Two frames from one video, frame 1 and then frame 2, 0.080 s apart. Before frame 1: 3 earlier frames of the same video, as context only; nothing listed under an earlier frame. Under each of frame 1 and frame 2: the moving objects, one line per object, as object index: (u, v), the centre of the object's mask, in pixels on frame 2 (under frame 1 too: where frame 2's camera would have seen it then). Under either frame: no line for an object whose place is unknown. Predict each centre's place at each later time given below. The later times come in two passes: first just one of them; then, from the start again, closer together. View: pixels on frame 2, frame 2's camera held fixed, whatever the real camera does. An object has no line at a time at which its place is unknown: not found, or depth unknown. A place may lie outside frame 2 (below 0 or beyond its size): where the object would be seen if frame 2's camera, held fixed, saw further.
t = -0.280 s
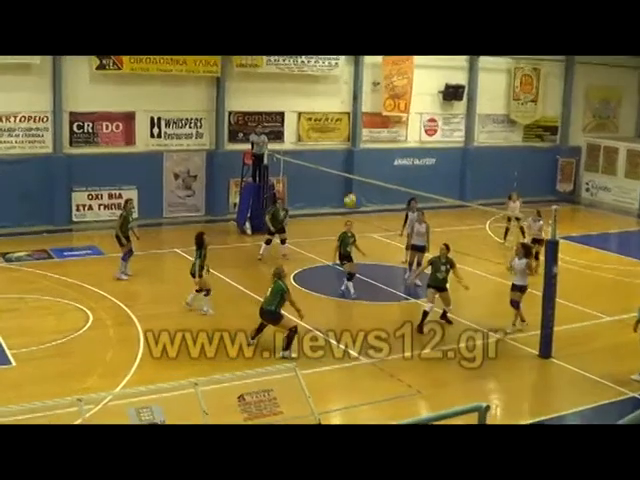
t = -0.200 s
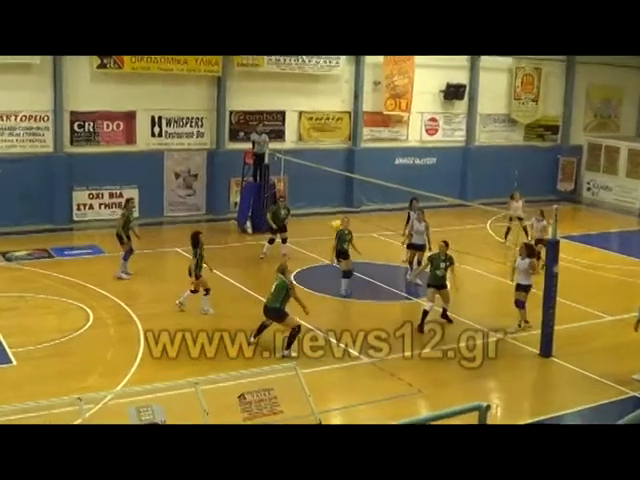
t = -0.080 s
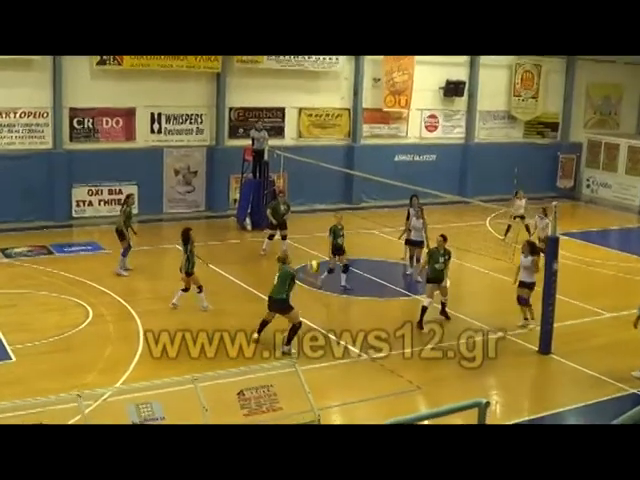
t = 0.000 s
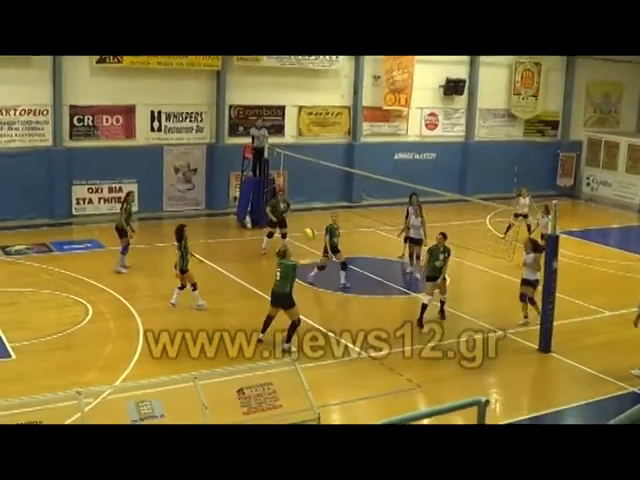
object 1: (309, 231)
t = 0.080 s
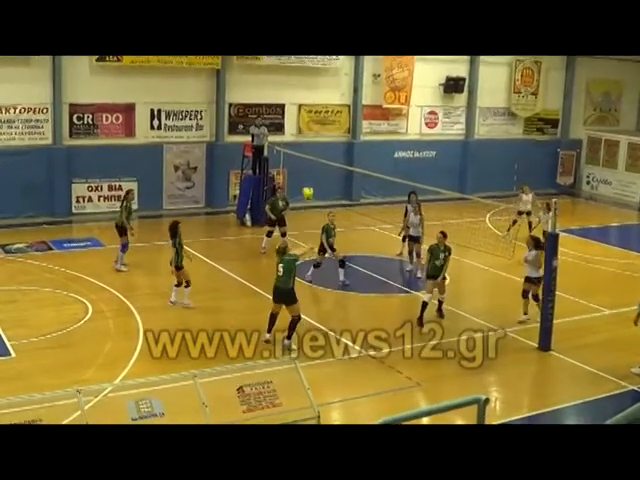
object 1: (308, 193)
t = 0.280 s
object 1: (303, 118)
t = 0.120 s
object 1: (307, 175)
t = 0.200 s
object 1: (305, 143)
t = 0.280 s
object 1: (303, 118)
